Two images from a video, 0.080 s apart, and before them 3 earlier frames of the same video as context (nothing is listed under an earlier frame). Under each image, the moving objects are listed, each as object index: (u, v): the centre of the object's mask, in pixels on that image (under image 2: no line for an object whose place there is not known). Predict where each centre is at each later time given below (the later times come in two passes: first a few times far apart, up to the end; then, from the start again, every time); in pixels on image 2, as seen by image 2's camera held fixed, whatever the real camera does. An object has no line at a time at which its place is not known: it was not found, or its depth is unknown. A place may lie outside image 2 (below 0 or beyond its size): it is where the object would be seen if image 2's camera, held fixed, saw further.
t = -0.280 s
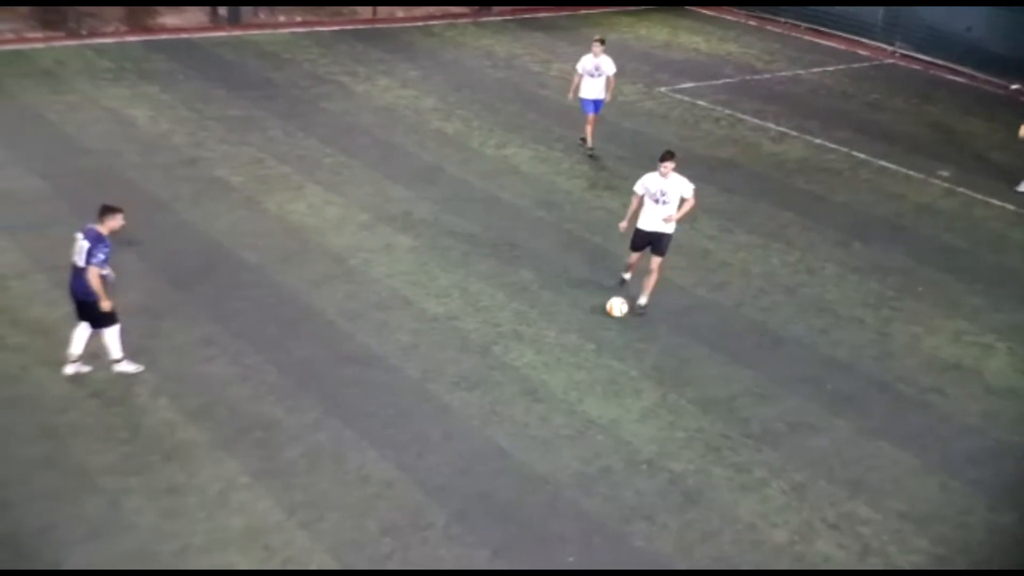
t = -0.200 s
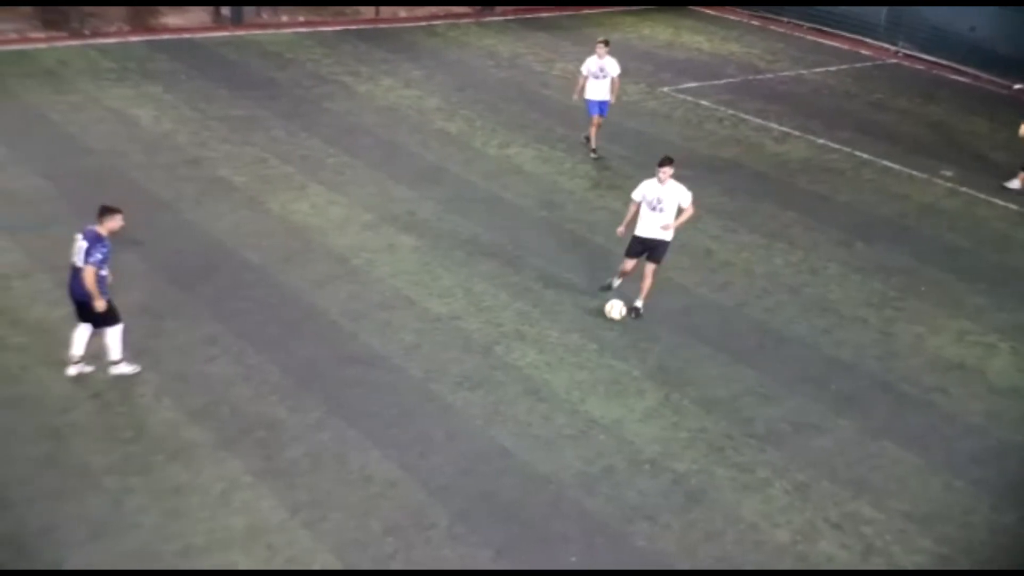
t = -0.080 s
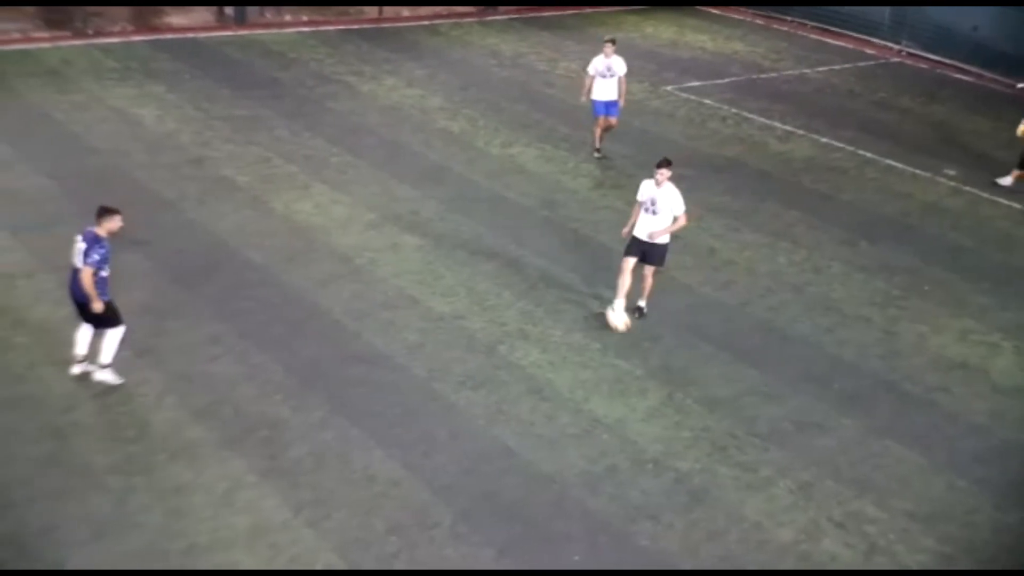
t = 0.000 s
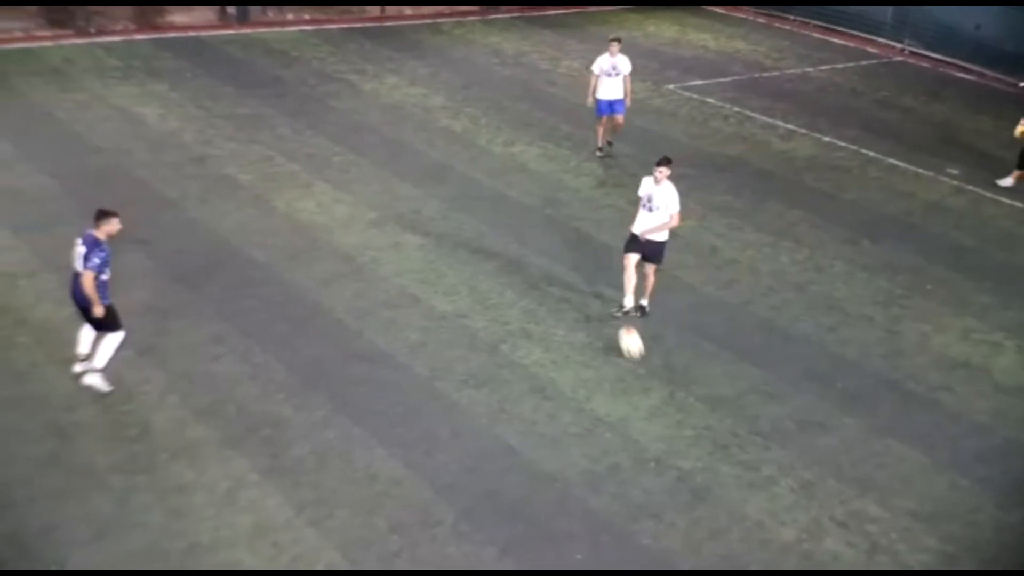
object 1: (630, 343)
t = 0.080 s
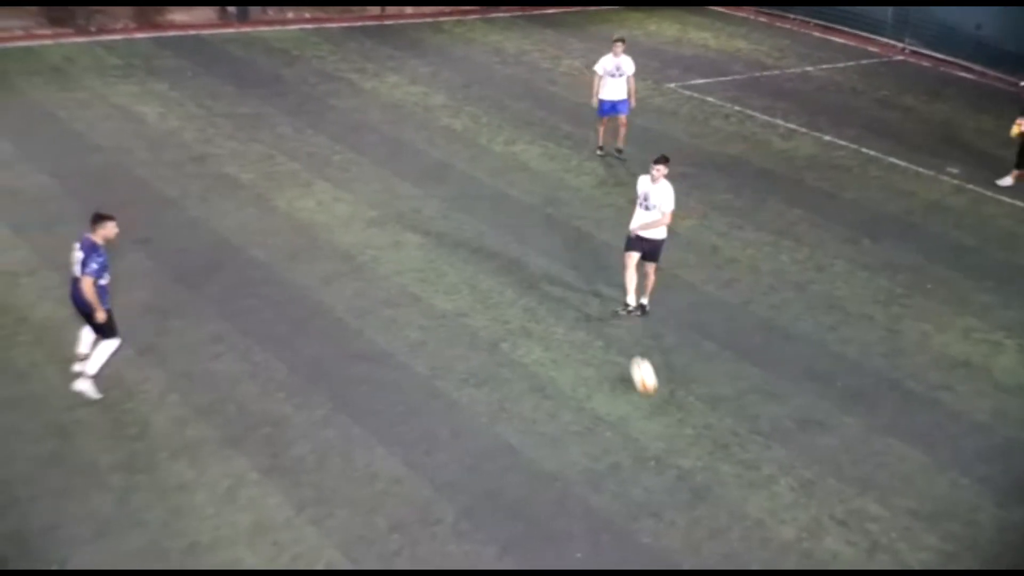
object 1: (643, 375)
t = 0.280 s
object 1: (674, 449)
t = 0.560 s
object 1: (713, 560)
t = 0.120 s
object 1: (650, 395)
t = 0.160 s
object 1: (656, 408)
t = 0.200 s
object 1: (661, 419)
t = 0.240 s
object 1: (667, 432)
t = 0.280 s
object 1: (674, 449)
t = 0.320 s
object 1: (679, 466)
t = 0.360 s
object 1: (686, 487)
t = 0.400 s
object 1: (691, 509)
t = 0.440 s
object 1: (697, 523)
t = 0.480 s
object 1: (703, 535)
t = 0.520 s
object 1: (708, 548)
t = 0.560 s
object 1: (713, 560)
